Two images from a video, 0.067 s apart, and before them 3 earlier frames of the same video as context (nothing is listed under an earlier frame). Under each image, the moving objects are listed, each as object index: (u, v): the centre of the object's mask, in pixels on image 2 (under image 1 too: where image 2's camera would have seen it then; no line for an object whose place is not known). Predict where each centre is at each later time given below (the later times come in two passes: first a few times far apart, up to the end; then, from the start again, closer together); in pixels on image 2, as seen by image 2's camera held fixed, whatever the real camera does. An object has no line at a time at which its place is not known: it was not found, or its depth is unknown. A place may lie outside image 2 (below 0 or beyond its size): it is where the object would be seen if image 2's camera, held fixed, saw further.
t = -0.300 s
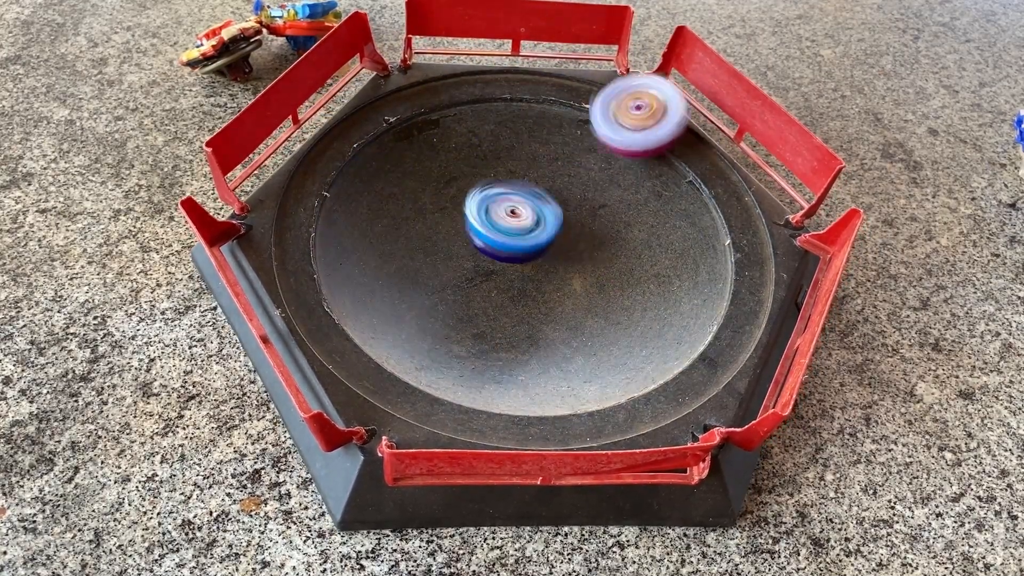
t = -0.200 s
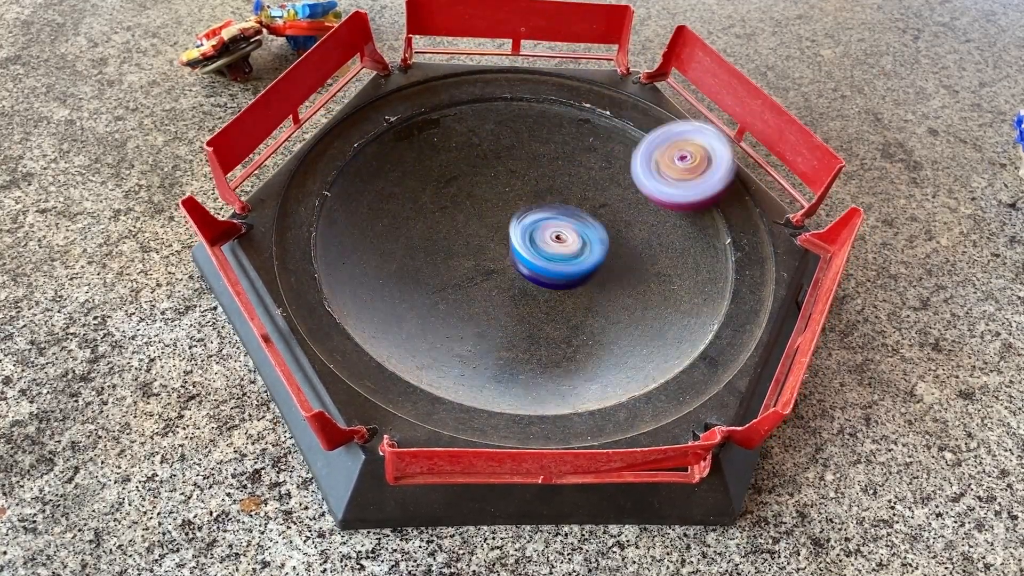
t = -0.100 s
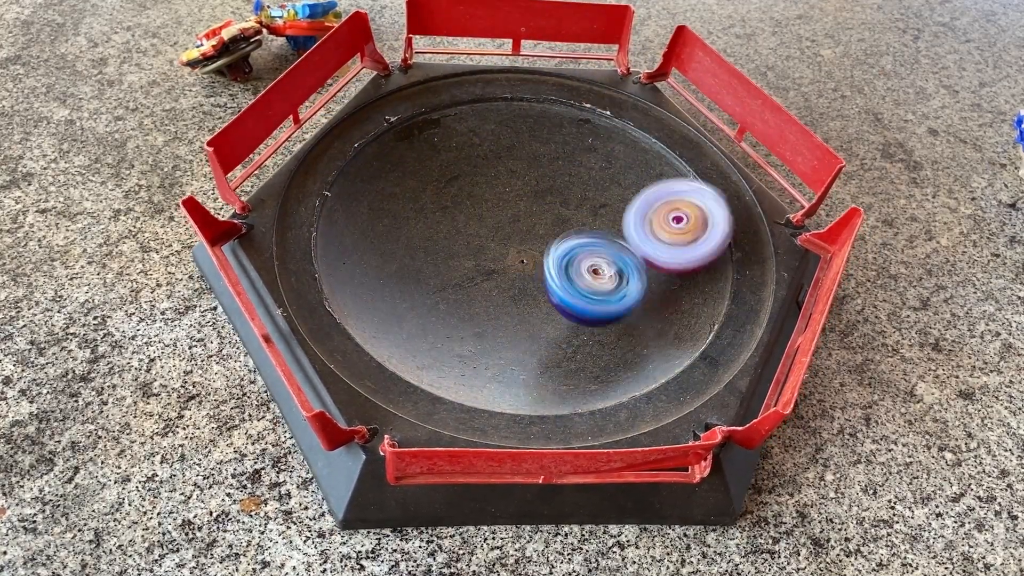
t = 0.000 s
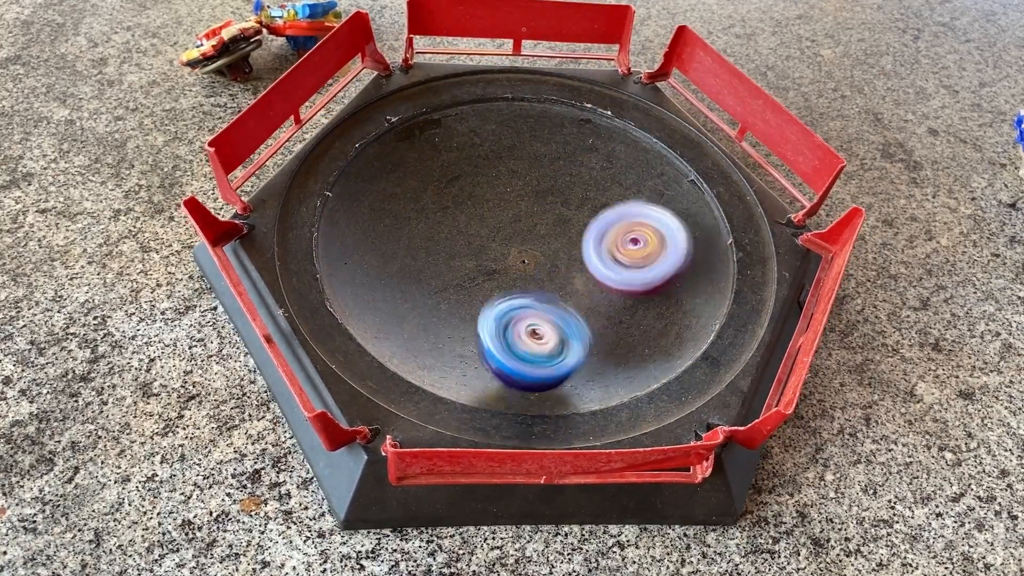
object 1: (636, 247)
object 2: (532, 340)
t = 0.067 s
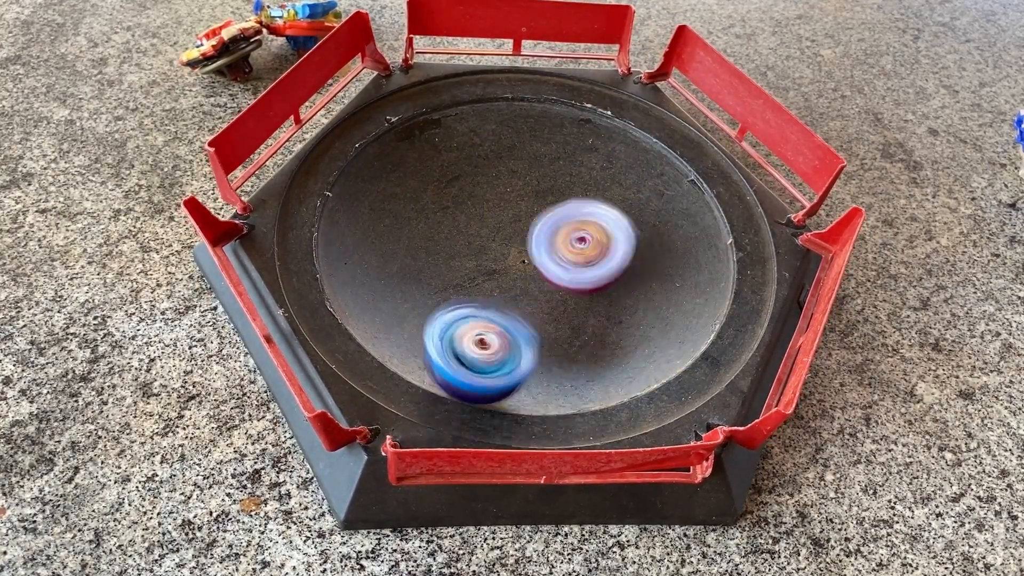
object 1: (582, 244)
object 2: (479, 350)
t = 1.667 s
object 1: (536, 141)
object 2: (592, 346)
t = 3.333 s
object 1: (365, 243)
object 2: (421, 124)
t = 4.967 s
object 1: (537, 109)
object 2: (416, 171)
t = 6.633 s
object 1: (613, 209)
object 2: (397, 235)
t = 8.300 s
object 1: (562, 299)
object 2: (508, 199)
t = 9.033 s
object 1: (535, 147)
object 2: (421, 265)
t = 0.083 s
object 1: (569, 241)
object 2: (466, 349)
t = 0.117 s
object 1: (545, 230)
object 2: (438, 344)
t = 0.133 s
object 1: (533, 224)
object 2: (425, 339)
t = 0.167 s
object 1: (513, 211)
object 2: (401, 325)
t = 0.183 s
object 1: (504, 202)
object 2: (390, 315)
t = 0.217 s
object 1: (487, 188)
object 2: (372, 295)
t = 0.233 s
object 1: (482, 180)
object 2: (366, 285)
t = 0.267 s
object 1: (471, 163)
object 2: (360, 266)
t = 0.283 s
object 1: (468, 156)
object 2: (361, 256)
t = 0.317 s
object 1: (464, 140)
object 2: (364, 238)
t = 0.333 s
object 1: (463, 132)
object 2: (369, 229)
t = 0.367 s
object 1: (465, 119)
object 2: (381, 212)
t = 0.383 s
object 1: (467, 112)
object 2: (389, 205)
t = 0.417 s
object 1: (474, 100)
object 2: (407, 192)
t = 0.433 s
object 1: (480, 95)
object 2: (417, 186)
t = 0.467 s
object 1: (492, 87)
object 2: (439, 177)
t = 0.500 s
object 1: (507, 82)
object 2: (462, 170)
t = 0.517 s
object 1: (515, 83)
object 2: (474, 167)
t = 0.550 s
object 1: (532, 86)
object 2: (497, 164)
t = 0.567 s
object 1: (543, 78)
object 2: (507, 174)
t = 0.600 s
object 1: (567, 79)
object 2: (525, 190)
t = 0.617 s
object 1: (577, 84)
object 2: (536, 196)
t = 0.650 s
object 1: (598, 96)
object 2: (556, 207)
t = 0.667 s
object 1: (607, 100)
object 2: (566, 211)
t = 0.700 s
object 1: (618, 114)
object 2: (584, 218)
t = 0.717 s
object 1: (622, 122)
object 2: (592, 221)
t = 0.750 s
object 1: (622, 139)
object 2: (608, 228)
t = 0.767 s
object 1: (620, 147)
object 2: (616, 233)
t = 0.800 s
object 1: (612, 164)
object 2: (629, 243)
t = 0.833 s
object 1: (595, 177)
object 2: (641, 258)
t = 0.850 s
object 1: (585, 183)
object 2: (645, 264)
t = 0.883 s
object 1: (562, 190)
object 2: (650, 279)
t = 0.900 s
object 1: (551, 193)
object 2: (652, 287)
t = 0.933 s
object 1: (526, 195)
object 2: (651, 299)
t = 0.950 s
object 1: (512, 195)
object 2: (649, 305)
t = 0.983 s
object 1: (487, 193)
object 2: (641, 316)
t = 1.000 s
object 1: (474, 192)
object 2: (635, 320)
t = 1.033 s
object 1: (450, 186)
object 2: (620, 328)
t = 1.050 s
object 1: (440, 182)
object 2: (611, 331)
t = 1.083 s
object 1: (420, 172)
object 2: (592, 335)
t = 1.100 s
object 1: (411, 165)
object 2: (582, 334)
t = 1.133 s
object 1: (398, 152)
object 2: (560, 330)
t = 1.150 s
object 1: (394, 145)
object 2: (549, 326)
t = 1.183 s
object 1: (387, 130)
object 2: (531, 317)
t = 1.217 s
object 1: (386, 115)
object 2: (515, 304)
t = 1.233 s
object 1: (391, 109)
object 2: (508, 296)
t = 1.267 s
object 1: (408, 109)
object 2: (497, 281)
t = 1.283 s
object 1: (415, 106)
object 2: (493, 272)
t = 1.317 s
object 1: (433, 106)
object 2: (488, 256)
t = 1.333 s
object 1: (441, 108)
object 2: (488, 247)
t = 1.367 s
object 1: (455, 113)
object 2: (487, 230)
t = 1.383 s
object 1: (464, 118)
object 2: (487, 223)
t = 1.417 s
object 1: (475, 129)
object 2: (489, 209)
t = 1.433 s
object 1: (477, 119)
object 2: (499, 219)
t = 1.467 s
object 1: (480, 102)
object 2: (523, 253)
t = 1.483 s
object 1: (484, 96)
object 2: (536, 265)
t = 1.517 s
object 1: (490, 90)
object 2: (559, 289)
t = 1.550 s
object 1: (499, 91)
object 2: (579, 309)
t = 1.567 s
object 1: (505, 96)
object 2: (587, 317)
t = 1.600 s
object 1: (518, 106)
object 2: (596, 330)
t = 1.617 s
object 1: (523, 114)
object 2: (597, 335)
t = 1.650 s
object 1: (533, 131)
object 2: (594, 343)
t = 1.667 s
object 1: (536, 141)
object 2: (592, 346)
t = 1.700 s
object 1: (541, 160)
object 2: (584, 353)
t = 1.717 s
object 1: (540, 169)
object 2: (578, 355)
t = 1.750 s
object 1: (539, 188)
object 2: (565, 358)
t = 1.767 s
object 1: (536, 196)
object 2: (557, 357)
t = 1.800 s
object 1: (529, 213)
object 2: (541, 356)
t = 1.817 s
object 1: (523, 220)
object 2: (533, 355)
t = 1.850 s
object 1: (513, 236)
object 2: (518, 349)
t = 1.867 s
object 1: (507, 242)
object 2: (510, 344)
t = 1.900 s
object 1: (494, 256)
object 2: (498, 335)
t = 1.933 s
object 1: (470, 244)
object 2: (505, 346)
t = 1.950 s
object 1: (459, 230)
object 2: (511, 359)
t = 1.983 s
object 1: (439, 202)
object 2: (524, 352)
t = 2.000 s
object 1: (430, 191)
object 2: (528, 350)
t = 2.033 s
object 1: (420, 171)
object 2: (537, 356)
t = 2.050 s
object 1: (417, 161)
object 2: (538, 349)
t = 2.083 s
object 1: (418, 144)
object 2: (543, 340)
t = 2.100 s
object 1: (420, 137)
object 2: (545, 332)
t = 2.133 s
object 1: (427, 124)
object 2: (546, 319)
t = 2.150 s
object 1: (433, 120)
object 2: (546, 312)
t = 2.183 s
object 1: (446, 110)
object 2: (550, 298)
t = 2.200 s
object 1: (453, 107)
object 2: (552, 291)
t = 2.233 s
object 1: (470, 105)
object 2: (559, 279)
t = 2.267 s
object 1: (489, 106)
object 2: (569, 267)
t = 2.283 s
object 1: (498, 107)
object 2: (575, 262)
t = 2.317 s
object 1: (514, 115)
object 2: (587, 250)
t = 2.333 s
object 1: (524, 120)
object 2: (592, 244)
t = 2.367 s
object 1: (538, 131)
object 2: (603, 232)
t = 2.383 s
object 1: (543, 138)
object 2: (608, 227)
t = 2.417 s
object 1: (555, 154)
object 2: (618, 216)
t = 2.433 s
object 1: (540, 149)
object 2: (641, 225)
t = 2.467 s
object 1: (497, 136)
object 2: (697, 229)
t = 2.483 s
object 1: (479, 129)
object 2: (721, 232)
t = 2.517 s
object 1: (448, 122)
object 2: (729, 240)
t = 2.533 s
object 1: (434, 118)
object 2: (729, 246)
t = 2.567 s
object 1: (413, 112)
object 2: (733, 251)
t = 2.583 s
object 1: (406, 110)
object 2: (729, 256)
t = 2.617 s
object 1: (396, 108)
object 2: (731, 256)
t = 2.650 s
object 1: (396, 116)
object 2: (729, 258)
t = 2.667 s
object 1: (397, 122)
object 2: (729, 257)
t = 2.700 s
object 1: (402, 131)
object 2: (723, 254)
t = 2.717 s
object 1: (406, 137)
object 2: (718, 254)
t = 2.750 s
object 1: (413, 148)
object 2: (701, 255)
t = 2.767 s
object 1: (418, 154)
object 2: (691, 254)
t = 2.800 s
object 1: (426, 165)
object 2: (668, 250)
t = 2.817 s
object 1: (429, 170)
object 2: (657, 247)
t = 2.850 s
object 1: (435, 180)
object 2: (634, 240)
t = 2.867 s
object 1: (437, 185)
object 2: (623, 235)
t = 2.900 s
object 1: (440, 195)
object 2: (602, 226)
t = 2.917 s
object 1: (440, 198)
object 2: (591, 219)
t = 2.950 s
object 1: (437, 206)
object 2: (569, 208)
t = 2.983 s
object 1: (431, 213)
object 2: (548, 196)
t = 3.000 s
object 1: (428, 216)
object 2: (537, 190)
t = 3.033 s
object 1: (419, 223)
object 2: (516, 178)
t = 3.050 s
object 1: (414, 226)
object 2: (506, 172)
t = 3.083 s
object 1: (403, 232)
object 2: (486, 159)
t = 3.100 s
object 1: (397, 235)
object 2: (477, 152)
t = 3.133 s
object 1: (386, 239)
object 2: (459, 140)
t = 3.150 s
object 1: (382, 241)
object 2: (450, 133)
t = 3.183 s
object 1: (373, 243)
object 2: (434, 121)
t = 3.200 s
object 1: (369, 244)
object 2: (427, 116)
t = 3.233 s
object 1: (364, 245)
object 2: (416, 107)
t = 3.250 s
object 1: (362, 245)
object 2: (411, 104)
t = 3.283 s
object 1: (361, 244)
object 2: (412, 109)
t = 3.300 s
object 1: (361, 243)
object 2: (415, 116)
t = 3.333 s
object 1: (365, 243)
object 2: (421, 124)
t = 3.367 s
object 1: (374, 243)
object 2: (427, 134)
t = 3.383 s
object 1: (380, 243)
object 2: (430, 135)
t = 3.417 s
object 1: (393, 245)
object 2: (435, 146)
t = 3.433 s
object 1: (401, 246)
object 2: (437, 150)
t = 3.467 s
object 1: (416, 249)
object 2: (438, 161)
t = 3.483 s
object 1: (425, 251)
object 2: (439, 166)
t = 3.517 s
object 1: (444, 257)
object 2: (436, 172)
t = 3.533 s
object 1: (453, 262)
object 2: (436, 176)
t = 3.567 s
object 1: (472, 269)
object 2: (434, 182)
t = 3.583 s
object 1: (481, 273)
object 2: (434, 186)
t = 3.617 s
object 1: (498, 280)
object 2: (434, 193)
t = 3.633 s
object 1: (506, 282)
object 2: (435, 199)
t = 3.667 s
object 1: (523, 289)
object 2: (437, 206)
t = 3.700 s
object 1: (540, 294)
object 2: (442, 215)
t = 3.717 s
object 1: (549, 297)
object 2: (444, 218)
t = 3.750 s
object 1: (564, 301)
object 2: (450, 227)
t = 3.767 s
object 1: (571, 303)
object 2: (453, 231)
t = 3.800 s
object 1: (586, 307)
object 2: (461, 240)
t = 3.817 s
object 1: (593, 308)
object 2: (466, 243)
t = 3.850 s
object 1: (605, 311)
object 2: (475, 251)
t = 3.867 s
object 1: (610, 312)
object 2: (480, 254)
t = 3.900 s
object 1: (618, 312)
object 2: (492, 260)
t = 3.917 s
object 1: (622, 313)
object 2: (499, 263)
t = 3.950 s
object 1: (627, 313)
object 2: (511, 268)
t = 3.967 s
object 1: (630, 313)
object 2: (518, 270)
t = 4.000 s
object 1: (632, 311)
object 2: (529, 273)
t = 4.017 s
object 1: (632, 310)
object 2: (536, 273)
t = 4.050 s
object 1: (645, 307)
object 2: (532, 269)
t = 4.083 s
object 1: (654, 304)
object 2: (526, 264)
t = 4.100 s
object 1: (658, 302)
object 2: (525, 262)
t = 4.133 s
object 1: (664, 298)
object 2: (526, 258)
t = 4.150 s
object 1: (665, 295)
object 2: (527, 254)
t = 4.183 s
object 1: (666, 290)
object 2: (527, 249)
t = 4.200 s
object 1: (665, 287)
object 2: (528, 246)
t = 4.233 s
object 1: (663, 280)
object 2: (528, 239)
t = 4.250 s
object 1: (662, 275)
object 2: (528, 236)
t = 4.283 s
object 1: (659, 266)
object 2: (529, 230)
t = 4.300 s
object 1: (656, 261)
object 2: (528, 226)
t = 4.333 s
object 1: (652, 251)
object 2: (528, 219)
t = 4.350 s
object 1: (650, 245)
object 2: (527, 215)
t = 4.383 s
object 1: (645, 234)
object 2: (525, 208)
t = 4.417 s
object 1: (639, 223)
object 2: (523, 201)
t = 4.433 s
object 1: (636, 218)
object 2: (523, 199)
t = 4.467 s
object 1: (631, 207)
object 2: (521, 191)
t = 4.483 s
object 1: (627, 201)
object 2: (520, 188)
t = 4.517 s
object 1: (621, 190)
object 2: (518, 182)
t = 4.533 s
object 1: (618, 184)
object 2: (517, 179)
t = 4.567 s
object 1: (616, 173)
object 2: (508, 174)
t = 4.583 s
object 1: (617, 167)
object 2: (498, 172)
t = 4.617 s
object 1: (616, 156)
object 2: (484, 170)
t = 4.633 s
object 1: (615, 151)
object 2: (478, 168)
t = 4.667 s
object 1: (610, 143)
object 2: (467, 165)
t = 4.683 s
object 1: (608, 138)
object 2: (463, 163)
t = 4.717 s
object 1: (602, 132)
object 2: (454, 160)
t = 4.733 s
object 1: (598, 129)
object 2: (451, 159)
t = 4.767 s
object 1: (591, 123)
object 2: (443, 158)
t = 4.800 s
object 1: (583, 118)
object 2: (436, 158)
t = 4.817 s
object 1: (579, 116)
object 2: (433, 157)
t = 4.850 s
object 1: (570, 113)
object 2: (426, 159)
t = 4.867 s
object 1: (566, 112)
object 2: (423, 159)
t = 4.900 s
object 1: (555, 110)
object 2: (420, 162)
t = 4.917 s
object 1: (551, 109)
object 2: (418, 164)
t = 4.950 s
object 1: (542, 108)
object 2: (416, 168)
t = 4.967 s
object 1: (537, 109)
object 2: (416, 171)
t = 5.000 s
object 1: (525, 110)
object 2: (418, 177)
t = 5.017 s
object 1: (520, 110)
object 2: (419, 179)
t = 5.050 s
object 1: (510, 112)
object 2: (423, 186)
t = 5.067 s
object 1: (506, 114)
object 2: (425, 189)
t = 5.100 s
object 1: (494, 118)
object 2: (431, 196)
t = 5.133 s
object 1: (483, 121)
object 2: (438, 202)
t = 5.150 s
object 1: (479, 123)
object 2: (441, 205)
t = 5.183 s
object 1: (471, 129)
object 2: (450, 211)
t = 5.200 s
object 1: (465, 132)
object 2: (454, 214)
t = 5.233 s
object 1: (455, 136)
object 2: (468, 221)
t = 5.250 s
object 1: (451, 139)
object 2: (474, 224)
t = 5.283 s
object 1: (445, 146)
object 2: (487, 229)
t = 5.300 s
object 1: (441, 150)
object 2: (494, 232)
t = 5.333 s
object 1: (432, 156)
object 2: (508, 236)
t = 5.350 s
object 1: (429, 160)
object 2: (515, 238)
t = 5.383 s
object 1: (424, 169)
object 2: (530, 242)
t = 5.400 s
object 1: (421, 173)
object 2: (538, 243)
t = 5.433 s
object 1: (415, 180)
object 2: (554, 245)
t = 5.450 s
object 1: (414, 184)
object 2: (561, 245)
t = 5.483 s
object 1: (412, 194)
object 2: (575, 244)
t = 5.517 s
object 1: (408, 203)
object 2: (589, 244)
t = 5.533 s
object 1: (408, 207)
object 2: (595, 243)
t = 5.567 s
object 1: (409, 217)
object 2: (606, 240)
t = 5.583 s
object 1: (409, 222)
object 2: (611, 239)
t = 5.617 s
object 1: (409, 231)
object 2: (620, 237)
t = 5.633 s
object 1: (409, 236)
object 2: (622, 236)
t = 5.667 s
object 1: (413, 245)
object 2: (628, 233)
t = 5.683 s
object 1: (416, 251)
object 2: (631, 232)
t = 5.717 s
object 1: (418, 258)
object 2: (635, 227)
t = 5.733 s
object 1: (422, 262)
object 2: (636, 225)
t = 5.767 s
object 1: (429, 271)
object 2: (638, 221)
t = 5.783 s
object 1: (433, 275)
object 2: (637, 218)
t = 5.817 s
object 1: (439, 281)
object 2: (636, 214)
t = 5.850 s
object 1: (449, 288)
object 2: (630, 209)
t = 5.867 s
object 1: (454, 292)
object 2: (627, 207)
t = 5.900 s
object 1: (460, 297)
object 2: (619, 204)
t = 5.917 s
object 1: (465, 299)
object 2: (613, 202)
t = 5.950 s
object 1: (477, 304)
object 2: (606, 200)
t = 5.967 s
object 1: (481, 307)
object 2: (601, 199)
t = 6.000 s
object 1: (493, 309)
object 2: (591, 198)
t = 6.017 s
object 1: (500, 311)
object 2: (587, 198)
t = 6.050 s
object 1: (511, 313)
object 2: (574, 198)
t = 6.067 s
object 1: (516, 313)
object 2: (567, 197)
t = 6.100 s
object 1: (528, 312)
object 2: (552, 197)
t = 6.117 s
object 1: (535, 312)
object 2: (544, 198)
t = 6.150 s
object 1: (545, 310)
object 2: (530, 197)
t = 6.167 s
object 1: (551, 308)
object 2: (522, 196)
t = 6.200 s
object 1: (563, 305)
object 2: (505, 197)
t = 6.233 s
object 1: (571, 300)
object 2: (490, 198)
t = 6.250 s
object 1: (576, 298)
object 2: (483, 198)
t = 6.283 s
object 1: (587, 292)
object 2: (467, 199)
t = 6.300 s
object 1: (590, 289)
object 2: (459, 200)
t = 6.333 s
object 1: (597, 282)
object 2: (445, 202)
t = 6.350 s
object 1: (600, 278)
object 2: (439, 203)
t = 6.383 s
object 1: (606, 271)
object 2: (427, 206)
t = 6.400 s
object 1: (610, 267)
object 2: (422, 207)
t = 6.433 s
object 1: (615, 259)
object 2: (413, 210)
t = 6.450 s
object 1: (617, 254)
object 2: (409, 211)
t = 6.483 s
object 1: (618, 246)
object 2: (404, 214)
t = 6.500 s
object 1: (619, 242)
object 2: (401, 216)
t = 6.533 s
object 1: (619, 233)
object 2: (396, 220)
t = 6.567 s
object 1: (617, 225)
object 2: (394, 225)
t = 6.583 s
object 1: (616, 220)
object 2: (394, 227)
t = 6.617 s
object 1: (614, 212)
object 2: (395, 233)
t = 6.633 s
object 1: (613, 209)
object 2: (397, 235)
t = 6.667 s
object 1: (609, 199)
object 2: (400, 241)
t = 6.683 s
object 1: (607, 195)
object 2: (404, 243)
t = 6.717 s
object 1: (601, 188)
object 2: (410, 247)
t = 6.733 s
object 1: (598, 184)
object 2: (414, 249)
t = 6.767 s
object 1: (592, 177)
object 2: (423, 253)
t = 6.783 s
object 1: (588, 174)
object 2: (428, 255)
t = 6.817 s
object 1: (582, 168)
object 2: (441, 257)
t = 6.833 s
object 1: (578, 165)
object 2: (448, 258)
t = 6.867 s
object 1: (568, 160)
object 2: (461, 259)
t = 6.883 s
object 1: (565, 156)
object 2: (468, 259)
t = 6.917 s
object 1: (555, 153)
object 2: (481, 259)
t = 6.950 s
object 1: (546, 149)
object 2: (497, 258)
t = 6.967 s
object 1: (542, 147)
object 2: (504, 256)
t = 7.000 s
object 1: (530, 146)
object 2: (518, 253)
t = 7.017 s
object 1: (525, 144)
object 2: (524, 251)
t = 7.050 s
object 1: (516, 144)
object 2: (538, 246)
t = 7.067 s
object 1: (509, 143)
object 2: (544, 243)
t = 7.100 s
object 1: (500, 143)
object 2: (555, 236)
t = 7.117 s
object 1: (495, 144)
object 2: (560, 233)
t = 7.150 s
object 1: (483, 145)
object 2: (568, 226)
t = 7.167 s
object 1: (479, 146)
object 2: (573, 223)
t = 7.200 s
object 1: (468, 149)
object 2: (579, 215)
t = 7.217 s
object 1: (463, 150)
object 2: (581, 212)
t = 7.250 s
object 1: (455, 153)
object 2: (584, 205)
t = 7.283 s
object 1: (444, 156)
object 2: (586, 199)
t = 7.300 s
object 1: (440, 158)
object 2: (586, 196)
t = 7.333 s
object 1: (431, 163)
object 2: (585, 189)
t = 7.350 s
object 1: (427, 165)
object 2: (585, 186)
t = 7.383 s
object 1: (421, 172)
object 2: (583, 183)
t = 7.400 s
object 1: (416, 174)
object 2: (582, 180)
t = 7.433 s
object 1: (411, 181)
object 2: (578, 176)
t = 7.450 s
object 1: (409, 186)
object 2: (575, 175)
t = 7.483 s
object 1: (403, 192)
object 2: (569, 174)
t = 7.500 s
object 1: (402, 197)
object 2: (566, 174)
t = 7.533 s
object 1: (397, 204)
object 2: (559, 174)
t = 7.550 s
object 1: (397, 209)
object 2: (555, 174)
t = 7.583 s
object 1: (396, 218)
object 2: (546, 177)
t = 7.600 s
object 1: (394, 221)
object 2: (540, 178)
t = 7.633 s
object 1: (397, 232)
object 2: (530, 182)
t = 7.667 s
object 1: (396, 240)
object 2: (519, 187)
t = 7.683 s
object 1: (398, 245)
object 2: (513, 190)
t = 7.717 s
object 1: (401, 254)
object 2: (502, 195)
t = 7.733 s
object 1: (404, 258)
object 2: (496, 197)
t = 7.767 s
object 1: (411, 267)
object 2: (484, 205)
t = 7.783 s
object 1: (411, 270)
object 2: (479, 209)
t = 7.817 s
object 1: (419, 281)
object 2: (471, 210)
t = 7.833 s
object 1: (420, 289)
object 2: (466, 203)
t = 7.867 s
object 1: (429, 303)
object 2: (473, 197)
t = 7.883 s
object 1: (433, 309)
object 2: (473, 190)
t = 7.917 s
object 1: (443, 315)
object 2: (478, 185)
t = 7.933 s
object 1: (447, 318)
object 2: (480, 182)
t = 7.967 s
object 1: (457, 322)
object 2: (480, 180)
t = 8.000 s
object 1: (467, 326)
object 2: (482, 181)
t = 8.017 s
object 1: (473, 327)
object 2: (485, 181)
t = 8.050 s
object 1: (484, 328)
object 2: (486, 179)
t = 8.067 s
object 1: (491, 329)
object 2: (486, 179)
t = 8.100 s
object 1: (502, 328)
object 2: (489, 183)
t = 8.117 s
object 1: (509, 327)
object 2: (492, 184)
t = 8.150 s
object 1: (519, 325)
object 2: (495, 184)
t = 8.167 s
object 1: (525, 323)
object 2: (495, 185)
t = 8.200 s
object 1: (535, 319)
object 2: (499, 189)
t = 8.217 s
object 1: (541, 316)
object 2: (501, 191)
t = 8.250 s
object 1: (549, 310)
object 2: (504, 194)
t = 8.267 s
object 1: (555, 306)
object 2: (506, 196)
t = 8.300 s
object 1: (562, 299)
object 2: (508, 199)
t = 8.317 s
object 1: (566, 295)
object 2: (510, 201)
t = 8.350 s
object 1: (572, 286)
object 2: (512, 206)
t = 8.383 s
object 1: (578, 277)
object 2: (516, 209)
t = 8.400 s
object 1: (580, 272)
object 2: (516, 209)
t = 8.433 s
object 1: (596, 266)
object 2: (508, 204)
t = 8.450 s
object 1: (600, 263)
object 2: (502, 202)
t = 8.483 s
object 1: (607, 256)
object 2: (496, 200)
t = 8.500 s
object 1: (609, 253)
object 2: (494, 199)
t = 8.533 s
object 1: (614, 245)
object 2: (493, 199)
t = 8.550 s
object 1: (615, 242)
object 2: (492, 198)
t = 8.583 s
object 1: (618, 234)
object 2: (487, 196)
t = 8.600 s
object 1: (618, 229)
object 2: (484, 196)
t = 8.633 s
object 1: (617, 222)
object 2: (481, 196)
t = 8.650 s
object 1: (616, 217)
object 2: (480, 196)
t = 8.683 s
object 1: (613, 211)
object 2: (477, 196)
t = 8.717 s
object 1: (608, 204)
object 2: (474, 197)
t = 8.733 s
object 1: (606, 200)
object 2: (473, 198)
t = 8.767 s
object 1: (599, 194)
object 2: (471, 200)
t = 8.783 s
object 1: (596, 191)
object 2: (470, 200)
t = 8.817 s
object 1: (587, 186)
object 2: (469, 203)
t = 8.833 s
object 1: (584, 183)
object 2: (468, 203)
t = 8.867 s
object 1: (574, 179)
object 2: (467, 206)
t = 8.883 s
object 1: (570, 178)
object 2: (467, 207)
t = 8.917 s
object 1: (558, 174)
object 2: (468, 210)
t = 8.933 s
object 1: (554, 174)
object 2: (468, 211)
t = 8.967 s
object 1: (550, 161)
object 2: (458, 234)
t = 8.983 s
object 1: (545, 156)
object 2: (446, 238)
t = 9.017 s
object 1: (538, 149)
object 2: (428, 254)
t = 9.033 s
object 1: (535, 147)
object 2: (421, 265)
